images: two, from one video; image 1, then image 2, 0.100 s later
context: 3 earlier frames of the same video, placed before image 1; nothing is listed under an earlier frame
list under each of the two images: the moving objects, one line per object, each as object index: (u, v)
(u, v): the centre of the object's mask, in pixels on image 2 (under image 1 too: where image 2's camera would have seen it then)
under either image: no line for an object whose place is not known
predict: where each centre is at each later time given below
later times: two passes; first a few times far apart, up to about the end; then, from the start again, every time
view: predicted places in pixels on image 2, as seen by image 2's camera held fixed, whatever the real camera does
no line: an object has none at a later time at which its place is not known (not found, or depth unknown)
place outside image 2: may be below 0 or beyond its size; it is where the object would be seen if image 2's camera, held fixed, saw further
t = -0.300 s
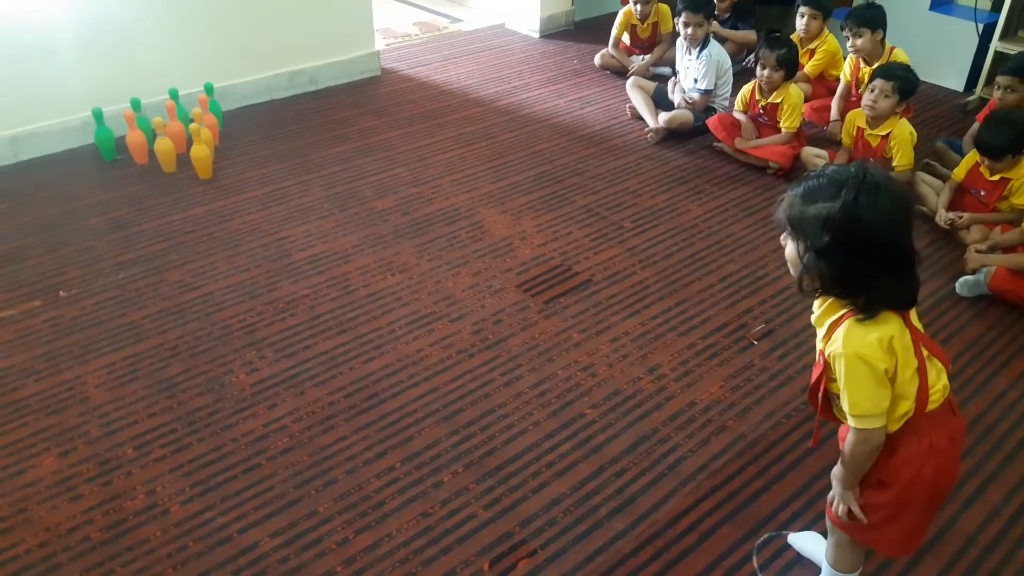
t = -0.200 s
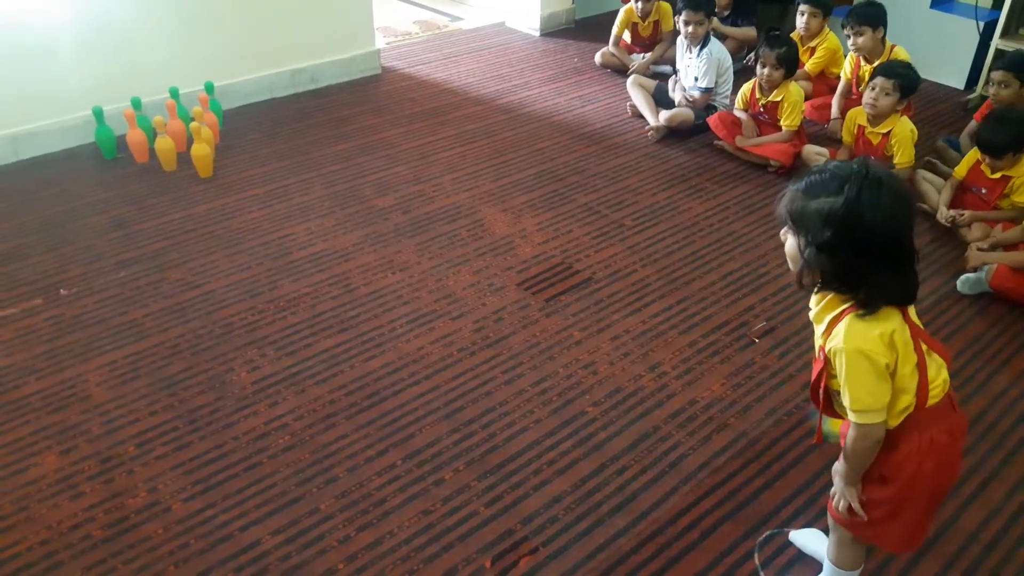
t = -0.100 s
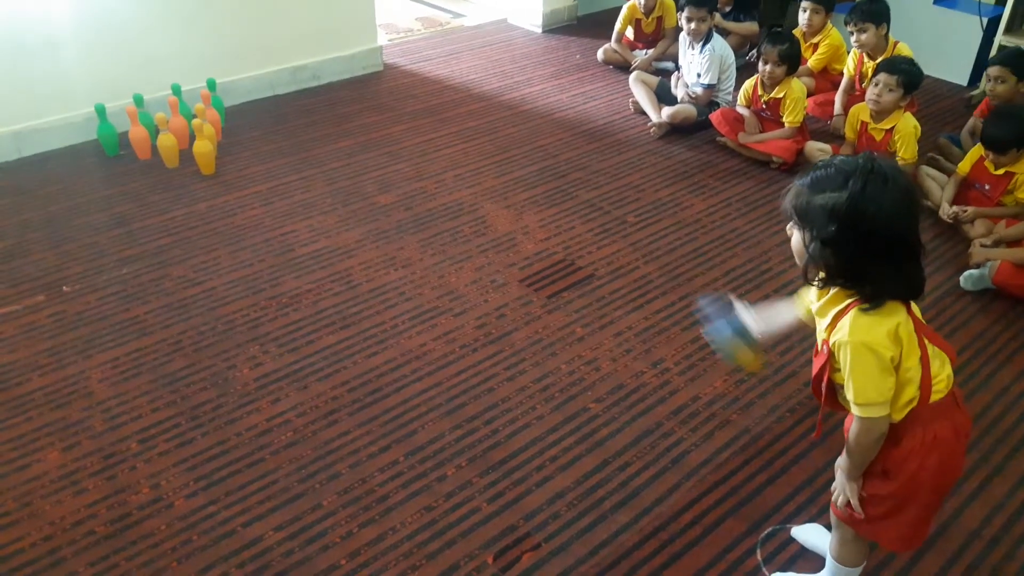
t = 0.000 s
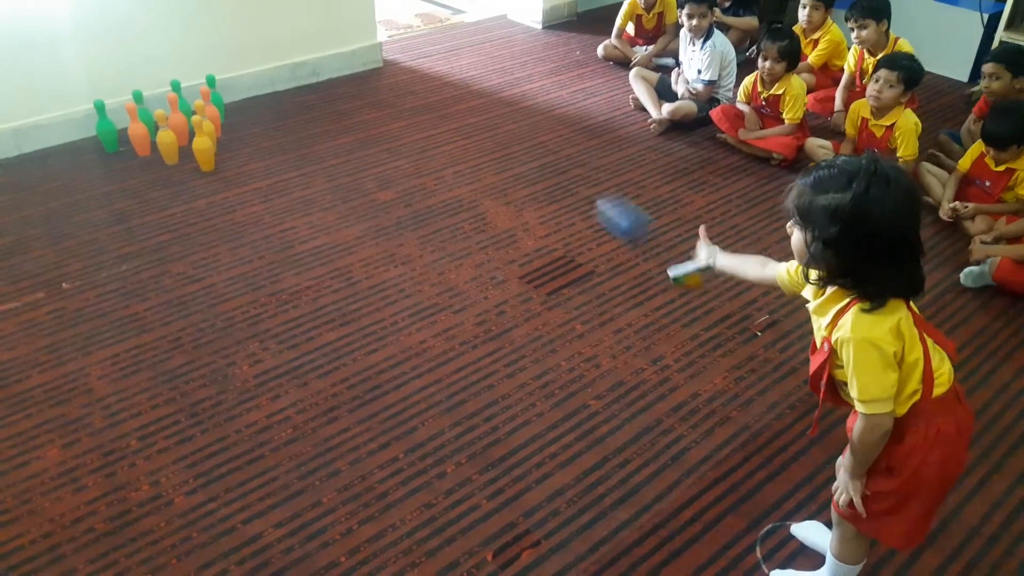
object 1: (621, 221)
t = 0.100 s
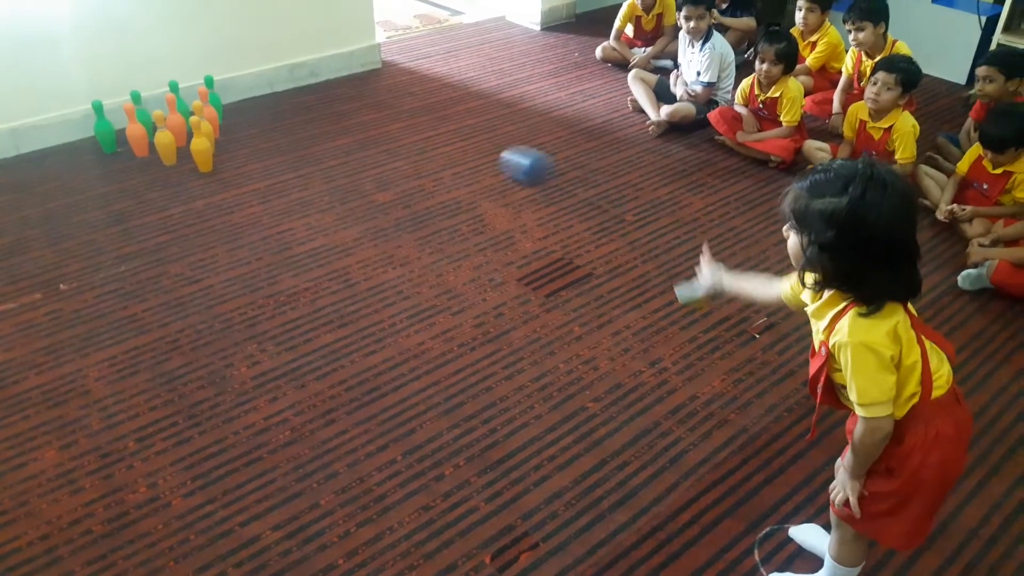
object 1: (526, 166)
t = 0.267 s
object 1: (397, 162)
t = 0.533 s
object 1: (262, 185)
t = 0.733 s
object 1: (185, 150)
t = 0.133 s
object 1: (496, 156)
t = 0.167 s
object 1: (469, 152)
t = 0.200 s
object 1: (443, 151)
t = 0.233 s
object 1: (419, 155)
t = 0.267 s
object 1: (397, 162)
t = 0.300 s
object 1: (376, 171)
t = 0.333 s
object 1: (357, 184)
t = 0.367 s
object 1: (340, 200)
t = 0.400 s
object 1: (324, 217)
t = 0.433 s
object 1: (309, 236)
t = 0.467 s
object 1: (294, 220)
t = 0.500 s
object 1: (278, 202)
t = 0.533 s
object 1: (262, 185)
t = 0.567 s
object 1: (247, 170)
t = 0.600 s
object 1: (233, 159)
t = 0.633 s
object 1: (221, 153)
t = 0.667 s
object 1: (208, 150)
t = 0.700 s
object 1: (196, 149)
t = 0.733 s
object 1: (185, 150)
